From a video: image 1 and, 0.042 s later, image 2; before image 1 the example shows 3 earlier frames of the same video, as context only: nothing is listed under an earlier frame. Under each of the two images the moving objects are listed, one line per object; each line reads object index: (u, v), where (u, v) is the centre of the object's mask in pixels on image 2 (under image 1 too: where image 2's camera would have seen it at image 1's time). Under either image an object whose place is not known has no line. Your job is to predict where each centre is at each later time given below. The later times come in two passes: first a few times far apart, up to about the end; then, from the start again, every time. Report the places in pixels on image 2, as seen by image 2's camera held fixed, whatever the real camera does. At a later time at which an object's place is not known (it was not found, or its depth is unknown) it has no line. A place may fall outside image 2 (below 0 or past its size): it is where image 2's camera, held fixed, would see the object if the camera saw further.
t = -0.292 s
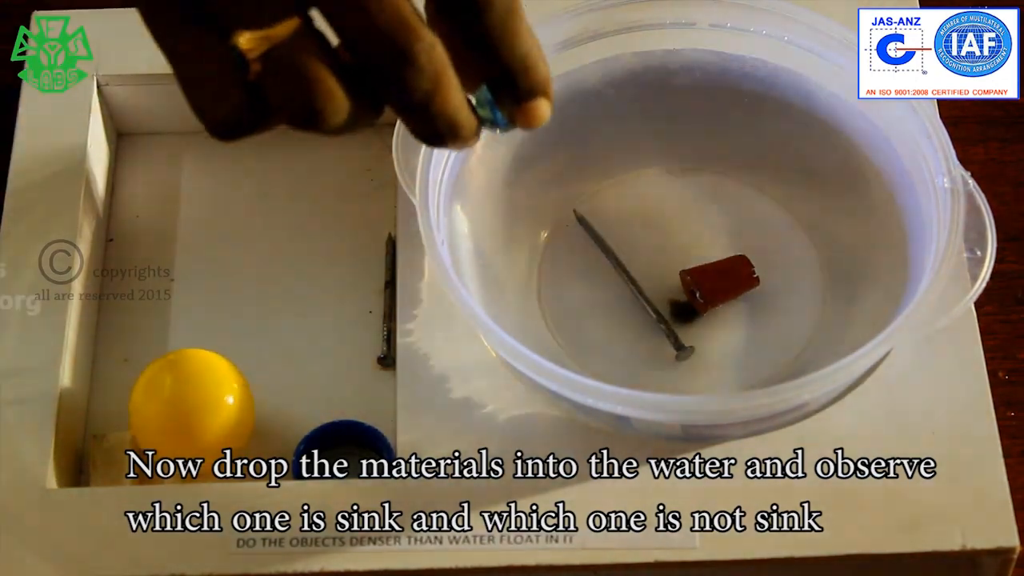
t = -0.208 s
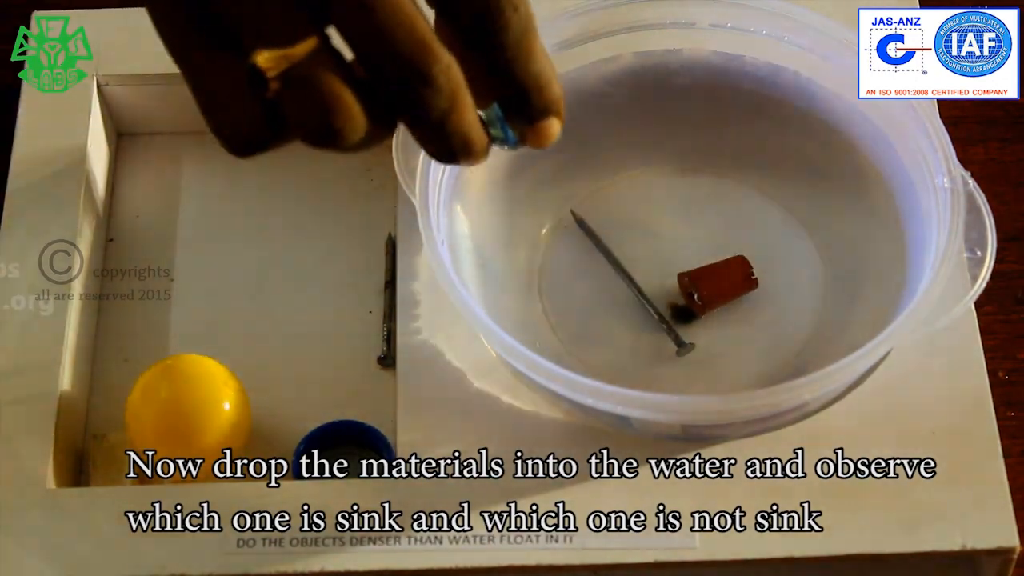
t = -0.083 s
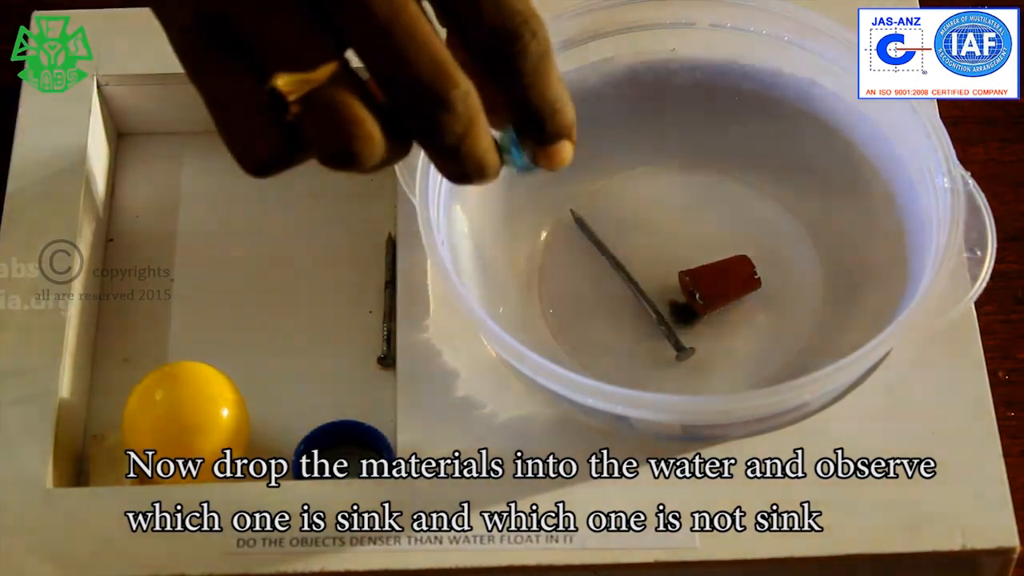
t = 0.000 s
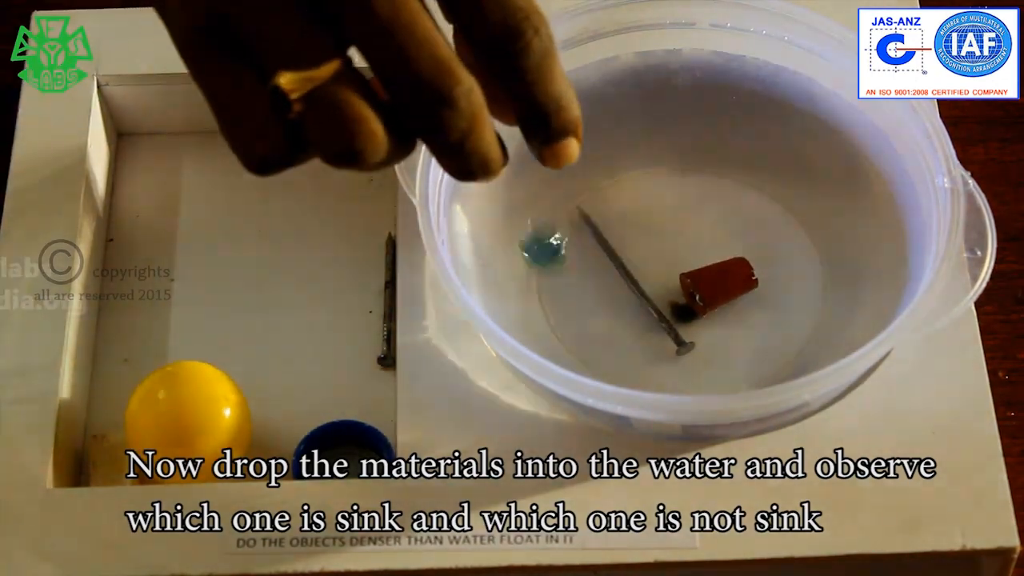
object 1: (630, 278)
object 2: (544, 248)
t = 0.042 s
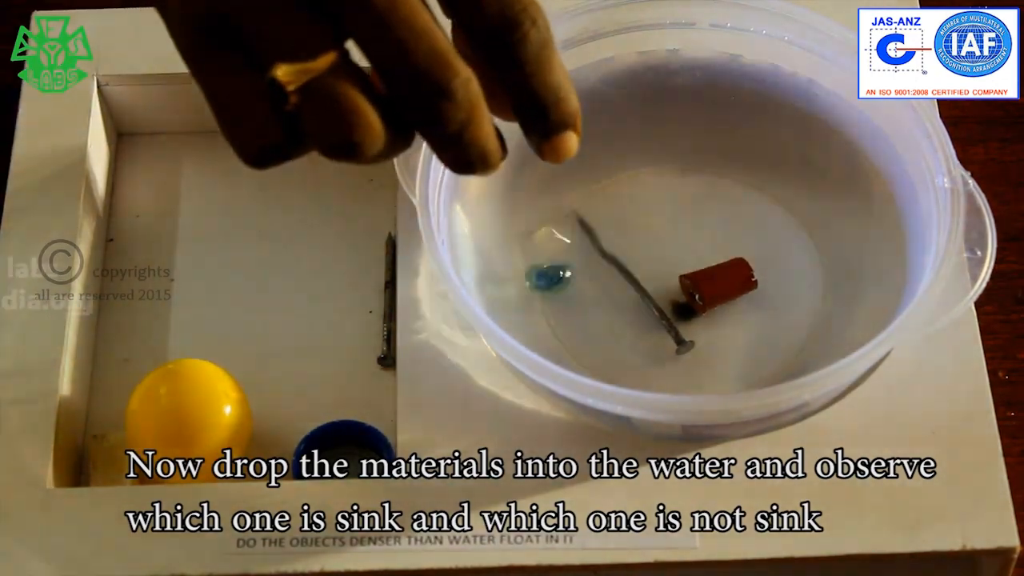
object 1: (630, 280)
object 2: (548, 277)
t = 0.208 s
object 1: (626, 280)
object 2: (547, 292)
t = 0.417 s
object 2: (650, 297)
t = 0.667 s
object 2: (670, 327)
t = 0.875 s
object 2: (675, 358)
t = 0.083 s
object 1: (617, 259)
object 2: (548, 266)
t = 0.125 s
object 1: (607, 256)
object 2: (548, 261)
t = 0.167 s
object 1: (622, 278)
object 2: (547, 272)
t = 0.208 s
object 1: (626, 280)
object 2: (547, 292)
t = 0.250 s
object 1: (636, 286)
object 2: (562, 295)
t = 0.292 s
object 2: (601, 291)
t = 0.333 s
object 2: (624, 292)
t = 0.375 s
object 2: (634, 294)
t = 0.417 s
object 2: (650, 297)
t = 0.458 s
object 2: (661, 302)
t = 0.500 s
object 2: (665, 305)
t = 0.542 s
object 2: (663, 311)
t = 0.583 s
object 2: (665, 318)
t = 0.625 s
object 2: (668, 323)
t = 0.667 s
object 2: (670, 327)
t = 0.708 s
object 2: (671, 333)
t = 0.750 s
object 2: (672, 338)
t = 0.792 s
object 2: (673, 344)
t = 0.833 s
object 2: (674, 352)
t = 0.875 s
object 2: (675, 358)
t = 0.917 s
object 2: (676, 363)
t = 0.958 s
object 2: (676, 368)
